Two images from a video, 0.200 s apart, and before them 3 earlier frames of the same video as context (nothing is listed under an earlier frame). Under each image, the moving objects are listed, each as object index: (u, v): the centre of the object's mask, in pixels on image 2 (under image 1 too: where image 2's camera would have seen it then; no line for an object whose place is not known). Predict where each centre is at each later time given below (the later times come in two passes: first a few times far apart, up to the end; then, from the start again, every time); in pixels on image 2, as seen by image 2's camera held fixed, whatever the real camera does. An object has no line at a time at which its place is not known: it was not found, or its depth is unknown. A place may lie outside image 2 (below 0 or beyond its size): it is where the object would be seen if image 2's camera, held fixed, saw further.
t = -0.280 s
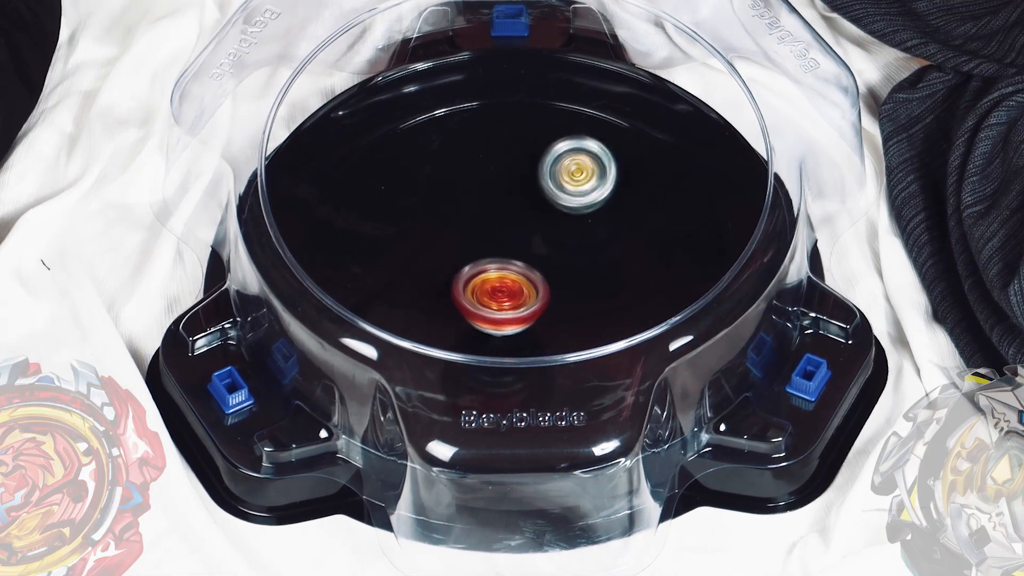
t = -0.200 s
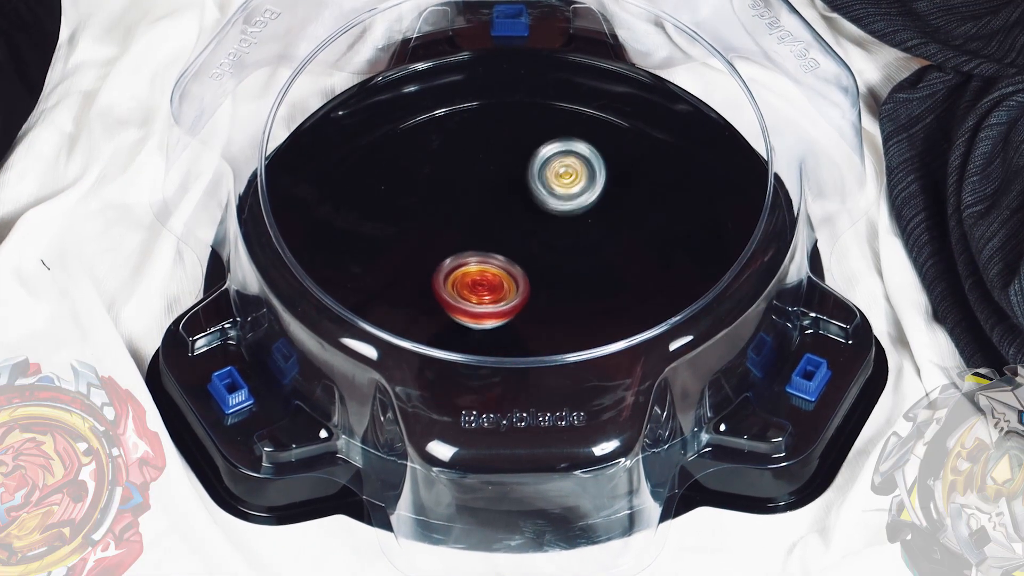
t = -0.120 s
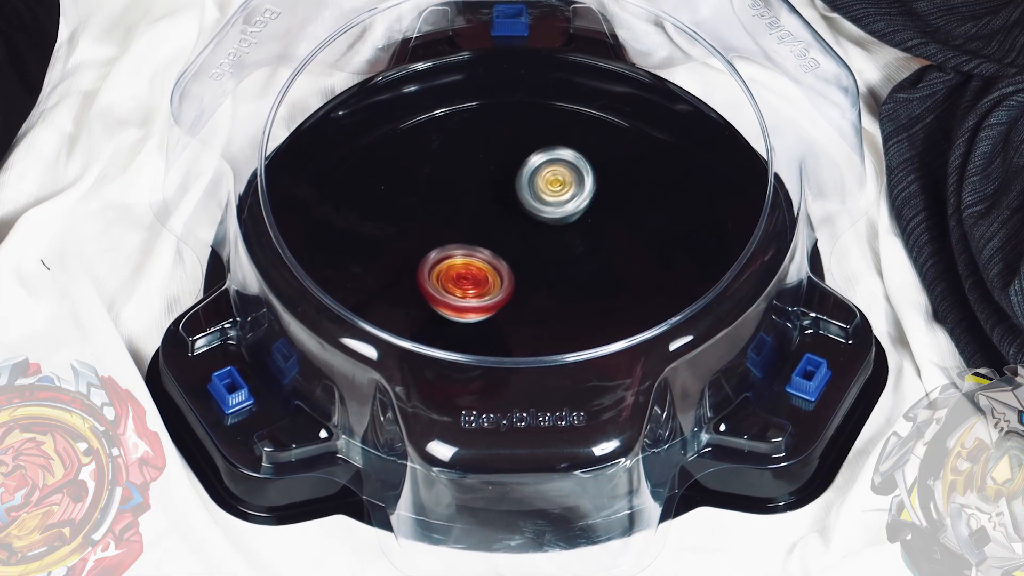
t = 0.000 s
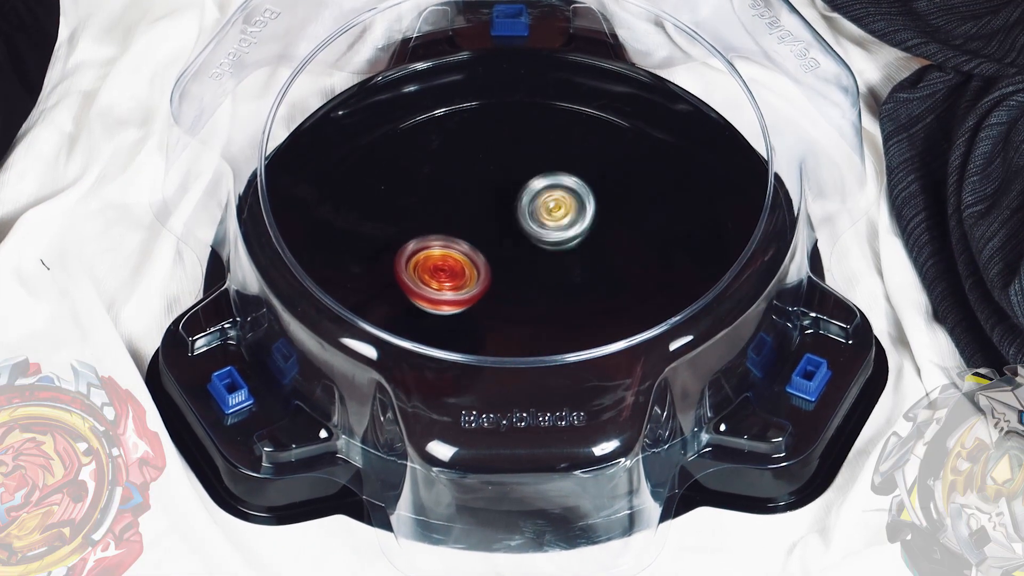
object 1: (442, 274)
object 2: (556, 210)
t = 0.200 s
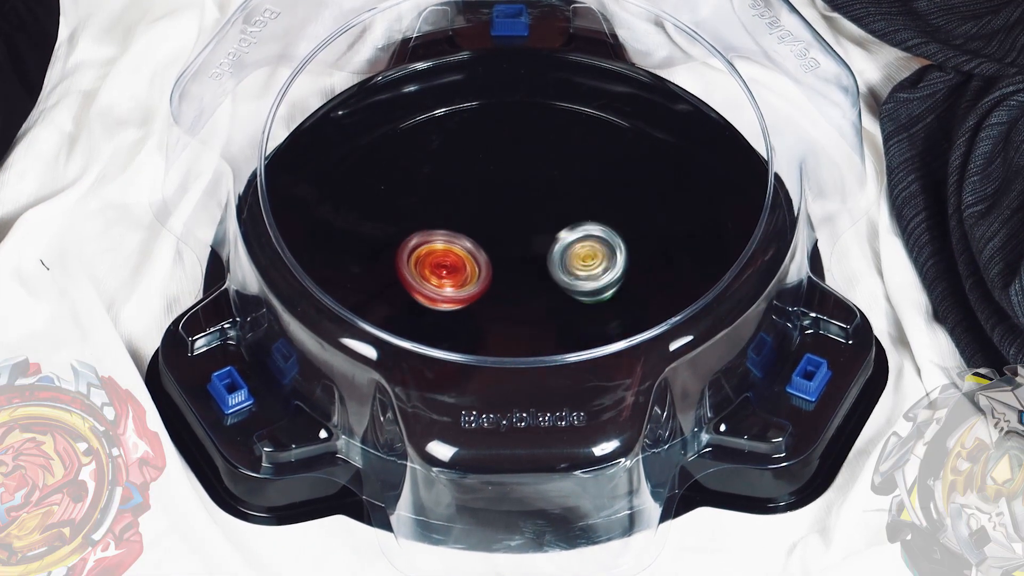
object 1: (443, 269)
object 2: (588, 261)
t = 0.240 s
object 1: (446, 267)
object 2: (598, 268)
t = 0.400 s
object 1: (457, 259)
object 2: (627, 273)
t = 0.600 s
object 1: (473, 232)
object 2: (625, 257)
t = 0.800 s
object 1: (477, 211)
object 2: (563, 250)
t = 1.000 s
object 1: (457, 180)
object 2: (569, 305)
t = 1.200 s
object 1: (483, 210)
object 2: (567, 316)
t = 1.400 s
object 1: (506, 222)
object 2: (555, 305)
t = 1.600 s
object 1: (515, 202)
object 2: (547, 322)
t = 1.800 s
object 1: (517, 186)
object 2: (534, 318)
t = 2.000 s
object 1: (506, 152)
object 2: (529, 331)
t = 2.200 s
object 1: (490, 193)
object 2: (524, 288)
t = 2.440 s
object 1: (509, 181)
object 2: (506, 314)
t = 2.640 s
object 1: (515, 212)
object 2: (513, 294)
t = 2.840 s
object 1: (569, 222)
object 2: (483, 292)
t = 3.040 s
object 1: (585, 254)
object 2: (492, 274)
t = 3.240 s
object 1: (578, 286)
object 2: (491, 288)
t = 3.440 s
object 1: (570, 310)
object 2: (479, 268)
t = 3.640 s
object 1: (535, 319)
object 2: (490, 256)
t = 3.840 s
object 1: (498, 325)
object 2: (480, 233)
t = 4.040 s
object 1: (473, 314)
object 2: (494, 218)
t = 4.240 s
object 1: (431, 273)
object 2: (526, 228)
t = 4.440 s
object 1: (416, 237)
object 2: (572, 215)
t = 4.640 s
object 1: (443, 215)
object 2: (566, 218)
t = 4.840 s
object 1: (482, 196)
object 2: (560, 249)
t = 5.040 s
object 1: (515, 187)
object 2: (552, 273)
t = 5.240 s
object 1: (549, 213)
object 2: (549, 282)
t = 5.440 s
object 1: (572, 230)
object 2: (526, 315)
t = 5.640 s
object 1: (574, 264)
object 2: (499, 302)
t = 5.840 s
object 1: (560, 288)
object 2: (466, 280)
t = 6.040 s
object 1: (538, 311)
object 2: (450, 243)
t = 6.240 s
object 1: (520, 323)
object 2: (453, 193)
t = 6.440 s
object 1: (495, 298)
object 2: (486, 200)
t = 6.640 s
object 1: (476, 264)
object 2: (537, 215)
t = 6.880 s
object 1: (479, 228)
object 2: (584, 268)
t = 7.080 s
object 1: (504, 212)
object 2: (577, 293)
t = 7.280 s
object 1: (532, 214)
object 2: (529, 302)
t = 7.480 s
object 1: (554, 234)
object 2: (491, 285)
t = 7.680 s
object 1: (560, 263)
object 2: (462, 256)
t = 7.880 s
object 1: (544, 289)
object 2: (476, 223)
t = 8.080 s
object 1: (513, 301)
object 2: (513, 219)
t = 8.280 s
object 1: (483, 292)
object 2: (540, 229)
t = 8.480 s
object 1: (467, 268)
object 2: (554, 258)
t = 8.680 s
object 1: (472, 241)
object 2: (538, 298)
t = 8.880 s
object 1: (498, 224)
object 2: (506, 304)
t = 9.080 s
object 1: (532, 223)
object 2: (475, 280)
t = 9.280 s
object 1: (557, 240)
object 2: (473, 244)
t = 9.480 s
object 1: (570, 270)
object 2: (487, 217)
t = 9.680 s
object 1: (551, 293)
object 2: (521, 212)
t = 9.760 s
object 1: (538, 298)
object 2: (532, 220)
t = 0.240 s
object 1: (446, 267)
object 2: (598, 268)
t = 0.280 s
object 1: (449, 266)
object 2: (607, 272)
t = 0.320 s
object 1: (452, 264)
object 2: (616, 275)
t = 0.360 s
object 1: (454, 262)
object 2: (623, 275)
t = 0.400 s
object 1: (457, 259)
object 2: (627, 273)
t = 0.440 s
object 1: (461, 253)
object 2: (631, 271)
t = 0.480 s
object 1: (465, 248)
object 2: (632, 268)
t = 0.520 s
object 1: (467, 242)
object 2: (632, 264)
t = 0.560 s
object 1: (470, 236)
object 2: (631, 260)
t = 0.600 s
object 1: (473, 232)
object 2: (625, 257)
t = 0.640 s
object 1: (475, 228)
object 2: (616, 254)
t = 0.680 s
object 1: (476, 223)
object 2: (605, 251)
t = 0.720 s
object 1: (476, 219)
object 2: (591, 249)
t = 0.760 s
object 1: (477, 214)
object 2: (578, 247)
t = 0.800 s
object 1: (477, 211)
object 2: (563, 250)
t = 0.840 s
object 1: (468, 200)
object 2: (560, 265)
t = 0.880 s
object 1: (460, 189)
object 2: (561, 280)
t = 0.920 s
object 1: (456, 182)
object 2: (564, 293)
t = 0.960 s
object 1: (456, 179)
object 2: (566, 301)
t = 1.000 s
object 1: (457, 180)
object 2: (569, 305)
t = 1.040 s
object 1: (460, 183)
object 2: (571, 308)
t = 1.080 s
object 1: (464, 189)
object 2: (571, 311)
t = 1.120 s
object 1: (470, 196)
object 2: (570, 313)
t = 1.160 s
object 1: (476, 204)
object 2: (568, 315)
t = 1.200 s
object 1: (483, 210)
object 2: (567, 316)
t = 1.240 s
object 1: (489, 216)
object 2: (565, 315)
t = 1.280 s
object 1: (493, 222)
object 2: (562, 312)
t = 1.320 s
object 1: (497, 227)
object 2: (557, 307)
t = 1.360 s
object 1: (504, 230)
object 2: (552, 300)
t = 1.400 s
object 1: (506, 222)
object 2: (555, 305)
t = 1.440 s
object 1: (506, 211)
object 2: (556, 314)
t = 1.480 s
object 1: (507, 204)
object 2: (553, 320)
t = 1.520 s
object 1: (509, 201)
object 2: (552, 323)
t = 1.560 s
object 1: (512, 201)
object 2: (550, 323)
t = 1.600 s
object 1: (515, 202)
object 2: (547, 322)
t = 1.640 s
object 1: (516, 204)
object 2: (545, 319)
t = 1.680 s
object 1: (515, 209)
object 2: (545, 312)
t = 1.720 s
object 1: (516, 214)
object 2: (543, 303)
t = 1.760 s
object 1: (518, 215)
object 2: (539, 298)
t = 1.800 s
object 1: (517, 186)
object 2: (534, 318)
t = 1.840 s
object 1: (515, 166)
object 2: (531, 328)
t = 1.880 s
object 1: (513, 154)
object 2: (531, 343)
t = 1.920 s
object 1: (512, 147)
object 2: (530, 345)
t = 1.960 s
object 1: (509, 147)
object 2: (529, 344)
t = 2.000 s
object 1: (506, 152)
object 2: (529, 331)
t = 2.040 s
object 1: (503, 159)
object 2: (532, 326)
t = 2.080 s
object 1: (499, 167)
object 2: (535, 319)
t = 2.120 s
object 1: (495, 176)
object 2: (535, 310)
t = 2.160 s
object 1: (493, 185)
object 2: (531, 298)
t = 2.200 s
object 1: (490, 193)
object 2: (524, 288)
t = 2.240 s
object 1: (490, 200)
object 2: (517, 281)
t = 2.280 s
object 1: (497, 193)
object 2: (512, 297)
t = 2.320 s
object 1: (500, 182)
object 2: (507, 307)
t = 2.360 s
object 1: (504, 178)
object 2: (505, 313)
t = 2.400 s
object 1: (508, 179)
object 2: (505, 314)
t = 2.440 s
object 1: (509, 181)
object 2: (506, 314)
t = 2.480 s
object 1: (510, 187)
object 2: (508, 311)
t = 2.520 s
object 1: (511, 193)
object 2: (510, 308)
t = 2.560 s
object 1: (511, 200)
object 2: (513, 303)
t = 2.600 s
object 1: (513, 206)
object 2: (514, 299)
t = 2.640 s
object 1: (515, 212)
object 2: (513, 294)
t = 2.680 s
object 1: (519, 217)
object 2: (510, 285)
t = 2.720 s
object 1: (528, 215)
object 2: (502, 285)
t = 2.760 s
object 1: (545, 216)
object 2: (491, 289)
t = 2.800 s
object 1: (558, 217)
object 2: (485, 291)
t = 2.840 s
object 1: (569, 222)
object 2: (483, 292)
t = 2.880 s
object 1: (575, 226)
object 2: (481, 290)
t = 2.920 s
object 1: (580, 234)
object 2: (482, 287)
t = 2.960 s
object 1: (582, 240)
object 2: (484, 284)
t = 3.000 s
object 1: (584, 248)
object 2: (488, 279)
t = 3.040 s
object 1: (585, 254)
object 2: (492, 274)
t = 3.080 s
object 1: (585, 261)
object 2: (492, 272)
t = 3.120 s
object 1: (585, 267)
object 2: (486, 281)
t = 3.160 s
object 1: (583, 274)
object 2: (486, 286)
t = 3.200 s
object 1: (581, 279)
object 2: (489, 289)
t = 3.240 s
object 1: (578, 286)
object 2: (491, 288)
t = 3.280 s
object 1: (578, 291)
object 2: (492, 285)
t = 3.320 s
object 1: (579, 297)
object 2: (487, 280)
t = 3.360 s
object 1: (578, 302)
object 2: (483, 276)
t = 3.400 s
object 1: (574, 307)
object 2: (481, 272)
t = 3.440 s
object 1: (570, 310)
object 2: (479, 268)
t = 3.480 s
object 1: (564, 314)
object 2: (480, 265)
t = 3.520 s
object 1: (557, 316)
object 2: (482, 262)
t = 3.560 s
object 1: (550, 318)
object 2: (484, 260)
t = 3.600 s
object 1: (542, 319)
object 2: (487, 258)
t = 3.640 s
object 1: (535, 319)
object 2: (490, 256)
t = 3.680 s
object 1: (526, 319)
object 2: (488, 256)
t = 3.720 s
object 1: (519, 317)
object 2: (482, 254)
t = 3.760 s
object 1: (510, 316)
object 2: (480, 251)
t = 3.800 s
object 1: (504, 318)
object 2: (480, 246)
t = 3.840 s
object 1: (498, 325)
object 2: (480, 233)
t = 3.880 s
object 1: (492, 326)
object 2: (482, 225)
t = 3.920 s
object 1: (485, 326)
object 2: (484, 219)
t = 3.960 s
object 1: (480, 323)
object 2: (488, 217)
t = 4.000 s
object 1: (477, 319)
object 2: (490, 216)
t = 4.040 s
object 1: (473, 314)
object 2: (494, 218)
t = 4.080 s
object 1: (472, 309)
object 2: (496, 220)
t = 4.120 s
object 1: (469, 302)
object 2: (500, 223)
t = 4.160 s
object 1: (462, 291)
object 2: (503, 228)
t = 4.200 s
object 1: (447, 281)
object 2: (512, 230)
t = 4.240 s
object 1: (431, 273)
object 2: (526, 228)
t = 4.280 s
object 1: (421, 264)
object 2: (540, 225)
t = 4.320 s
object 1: (417, 257)
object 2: (550, 222)
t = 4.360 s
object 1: (414, 250)
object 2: (562, 219)
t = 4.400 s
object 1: (413, 242)
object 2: (569, 218)
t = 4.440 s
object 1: (416, 237)
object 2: (572, 215)
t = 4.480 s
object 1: (418, 232)
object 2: (573, 214)
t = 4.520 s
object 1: (423, 226)
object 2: (572, 214)
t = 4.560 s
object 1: (429, 223)
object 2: (571, 214)
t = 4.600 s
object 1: (436, 219)
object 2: (568, 215)
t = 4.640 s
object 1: (443, 215)
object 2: (566, 218)
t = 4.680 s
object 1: (453, 212)
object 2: (561, 223)
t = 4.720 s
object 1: (462, 210)
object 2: (557, 227)
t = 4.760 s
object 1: (471, 207)
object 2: (553, 230)
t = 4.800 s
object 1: (480, 205)
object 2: (553, 236)
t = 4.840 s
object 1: (482, 196)
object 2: (560, 249)
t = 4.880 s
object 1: (487, 188)
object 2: (565, 259)
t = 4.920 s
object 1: (494, 185)
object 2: (562, 263)
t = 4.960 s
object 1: (501, 185)
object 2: (557, 267)
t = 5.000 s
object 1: (507, 185)
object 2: (554, 270)
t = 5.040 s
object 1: (515, 187)
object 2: (552, 273)
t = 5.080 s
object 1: (523, 191)
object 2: (550, 276)
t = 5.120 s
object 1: (529, 196)
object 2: (547, 278)
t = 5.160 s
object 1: (535, 201)
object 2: (547, 280)
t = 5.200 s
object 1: (542, 207)
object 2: (549, 281)
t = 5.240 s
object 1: (549, 213)
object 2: (549, 282)
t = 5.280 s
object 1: (554, 218)
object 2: (548, 286)
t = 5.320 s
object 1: (560, 214)
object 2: (544, 299)
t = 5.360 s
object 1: (566, 216)
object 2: (536, 309)
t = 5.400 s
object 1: (570, 222)
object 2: (530, 315)
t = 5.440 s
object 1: (572, 230)
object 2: (526, 315)
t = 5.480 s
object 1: (572, 237)
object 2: (520, 314)
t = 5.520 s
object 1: (573, 245)
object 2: (518, 312)
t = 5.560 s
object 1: (572, 253)
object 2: (516, 306)
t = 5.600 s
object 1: (574, 259)
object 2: (508, 305)
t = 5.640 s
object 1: (574, 264)
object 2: (499, 302)
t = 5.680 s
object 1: (573, 269)
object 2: (491, 299)
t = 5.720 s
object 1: (570, 276)
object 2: (487, 295)
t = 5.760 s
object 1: (567, 281)
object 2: (479, 290)
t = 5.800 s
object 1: (565, 286)
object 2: (473, 286)
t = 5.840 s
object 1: (560, 288)
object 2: (466, 280)
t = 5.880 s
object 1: (555, 291)
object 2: (464, 275)
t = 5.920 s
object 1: (548, 294)
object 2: (460, 269)
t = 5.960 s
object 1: (540, 296)
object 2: (460, 264)
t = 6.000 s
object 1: (531, 298)
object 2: (460, 261)
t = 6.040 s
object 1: (538, 311)
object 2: (450, 243)
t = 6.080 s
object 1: (541, 320)
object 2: (444, 226)
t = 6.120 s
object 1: (538, 324)
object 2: (441, 212)
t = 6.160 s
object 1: (533, 325)
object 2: (442, 201)
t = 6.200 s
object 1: (527, 325)
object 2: (447, 195)
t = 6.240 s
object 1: (520, 323)
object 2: (453, 193)
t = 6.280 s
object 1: (514, 319)
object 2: (459, 192)
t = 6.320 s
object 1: (509, 315)
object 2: (465, 192)
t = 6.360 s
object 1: (504, 310)
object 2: (474, 194)
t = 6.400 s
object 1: (499, 305)
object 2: (481, 197)
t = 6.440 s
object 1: (495, 298)
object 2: (486, 200)
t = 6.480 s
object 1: (491, 291)
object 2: (495, 201)
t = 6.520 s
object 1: (487, 284)
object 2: (504, 204)
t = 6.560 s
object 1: (483, 275)
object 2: (513, 208)
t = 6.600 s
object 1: (479, 270)
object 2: (525, 211)
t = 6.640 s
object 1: (476, 264)
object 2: (537, 215)
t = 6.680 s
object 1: (475, 258)
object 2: (550, 222)
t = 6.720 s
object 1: (473, 252)
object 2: (560, 230)
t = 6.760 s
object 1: (474, 245)
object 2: (569, 240)
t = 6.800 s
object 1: (475, 239)
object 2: (576, 251)
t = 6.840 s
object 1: (477, 234)
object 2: (580, 261)
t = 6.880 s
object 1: (479, 228)
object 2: (584, 268)
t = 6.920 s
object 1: (483, 224)
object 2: (586, 275)
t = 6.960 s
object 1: (488, 219)
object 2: (586, 280)
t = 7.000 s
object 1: (493, 216)
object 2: (586, 284)
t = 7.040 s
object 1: (499, 214)
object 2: (583, 289)
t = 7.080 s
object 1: (504, 212)
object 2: (577, 293)
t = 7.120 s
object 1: (510, 211)
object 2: (569, 298)
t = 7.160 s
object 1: (515, 211)
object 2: (559, 301)
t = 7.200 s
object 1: (521, 211)
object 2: (548, 303)
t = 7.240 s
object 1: (527, 212)
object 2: (537, 303)
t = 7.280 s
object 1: (532, 214)
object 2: (529, 302)
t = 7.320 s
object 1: (538, 216)
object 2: (520, 301)
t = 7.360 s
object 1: (543, 220)
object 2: (512, 299)
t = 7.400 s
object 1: (548, 224)
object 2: (505, 295)
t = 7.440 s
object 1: (551, 229)
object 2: (498, 290)
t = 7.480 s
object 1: (554, 234)
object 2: (491, 285)
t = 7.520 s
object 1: (558, 239)
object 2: (482, 280)
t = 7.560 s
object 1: (560, 244)
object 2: (473, 276)
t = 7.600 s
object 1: (561, 250)
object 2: (467, 270)
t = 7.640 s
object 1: (561, 256)
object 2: (463, 263)
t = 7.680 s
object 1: (560, 263)
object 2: (462, 256)
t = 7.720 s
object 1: (558, 269)
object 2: (461, 248)
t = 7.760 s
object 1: (556, 274)
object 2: (463, 241)
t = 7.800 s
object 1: (553, 279)
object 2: (466, 234)
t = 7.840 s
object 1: (549, 284)
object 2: (470, 228)
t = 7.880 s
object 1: (544, 289)
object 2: (476, 223)
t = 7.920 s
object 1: (539, 293)
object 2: (482, 220)
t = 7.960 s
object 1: (533, 296)
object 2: (490, 218)
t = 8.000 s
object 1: (526, 299)
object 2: (498, 217)
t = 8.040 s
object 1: (519, 300)
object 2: (506, 218)
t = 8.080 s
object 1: (513, 301)
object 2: (513, 219)
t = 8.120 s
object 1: (506, 301)
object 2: (519, 220)
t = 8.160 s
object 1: (499, 300)
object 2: (525, 222)
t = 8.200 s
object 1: (493, 298)
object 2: (531, 224)
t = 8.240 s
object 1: (488, 295)
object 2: (536, 226)
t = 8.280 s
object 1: (483, 292)
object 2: (540, 229)
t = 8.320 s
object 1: (479, 288)
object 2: (544, 233)
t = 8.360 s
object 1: (475, 284)
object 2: (547, 239)
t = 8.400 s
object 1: (472, 279)
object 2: (550, 246)
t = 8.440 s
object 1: (470, 273)
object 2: (552, 253)
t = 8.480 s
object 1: (467, 268)
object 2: (554, 258)
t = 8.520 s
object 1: (465, 263)
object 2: (554, 266)
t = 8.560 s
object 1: (465, 257)
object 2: (552, 274)
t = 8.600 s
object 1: (467, 251)
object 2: (548, 283)
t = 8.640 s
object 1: (469, 246)
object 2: (543, 292)
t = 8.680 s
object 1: (472, 241)
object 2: (538, 298)
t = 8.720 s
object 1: (476, 237)
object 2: (531, 303)
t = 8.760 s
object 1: (480, 232)
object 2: (523, 306)
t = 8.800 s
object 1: (486, 229)
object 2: (517, 306)
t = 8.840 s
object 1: (492, 226)
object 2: (511, 306)
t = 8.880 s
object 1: (498, 224)
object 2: (506, 304)
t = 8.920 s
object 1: (505, 222)
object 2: (498, 301)
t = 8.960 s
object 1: (512, 221)
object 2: (490, 296)
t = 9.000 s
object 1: (519, 221)
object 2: (483, 292)
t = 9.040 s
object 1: (526, 222)
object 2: (479, 288)
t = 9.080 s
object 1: (532, 223)
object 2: (475, 280)
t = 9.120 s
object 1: (538, 225)
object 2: (471, 273)
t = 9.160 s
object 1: (544, 228)
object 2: (468, 267)
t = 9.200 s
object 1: (549, 231)
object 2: (470, 260)
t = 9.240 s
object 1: (553, 235)
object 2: (471, 251)
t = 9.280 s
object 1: (557, 240)
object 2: (473, 244)
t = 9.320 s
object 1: (561, 244)
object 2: (474, 238)
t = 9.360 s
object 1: (567, 251)
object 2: (475, 231)
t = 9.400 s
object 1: (570, 258)
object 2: (477, 225)
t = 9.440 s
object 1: (571, 264)
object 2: (480, 221)
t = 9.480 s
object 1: (570, 270)
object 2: (487, 217)
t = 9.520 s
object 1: (569, 275)
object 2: (494, 213)
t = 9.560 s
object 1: (566, 280)
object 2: (499, 211)
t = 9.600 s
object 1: (562, 285)
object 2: (505, 211)
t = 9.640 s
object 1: (557, 289)
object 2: (513, 212)
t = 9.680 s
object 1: (551, 293)
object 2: (521, 212)
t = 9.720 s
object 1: (545, 296)
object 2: (525, 214)
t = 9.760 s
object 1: (538, 298)
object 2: (532, 220)
